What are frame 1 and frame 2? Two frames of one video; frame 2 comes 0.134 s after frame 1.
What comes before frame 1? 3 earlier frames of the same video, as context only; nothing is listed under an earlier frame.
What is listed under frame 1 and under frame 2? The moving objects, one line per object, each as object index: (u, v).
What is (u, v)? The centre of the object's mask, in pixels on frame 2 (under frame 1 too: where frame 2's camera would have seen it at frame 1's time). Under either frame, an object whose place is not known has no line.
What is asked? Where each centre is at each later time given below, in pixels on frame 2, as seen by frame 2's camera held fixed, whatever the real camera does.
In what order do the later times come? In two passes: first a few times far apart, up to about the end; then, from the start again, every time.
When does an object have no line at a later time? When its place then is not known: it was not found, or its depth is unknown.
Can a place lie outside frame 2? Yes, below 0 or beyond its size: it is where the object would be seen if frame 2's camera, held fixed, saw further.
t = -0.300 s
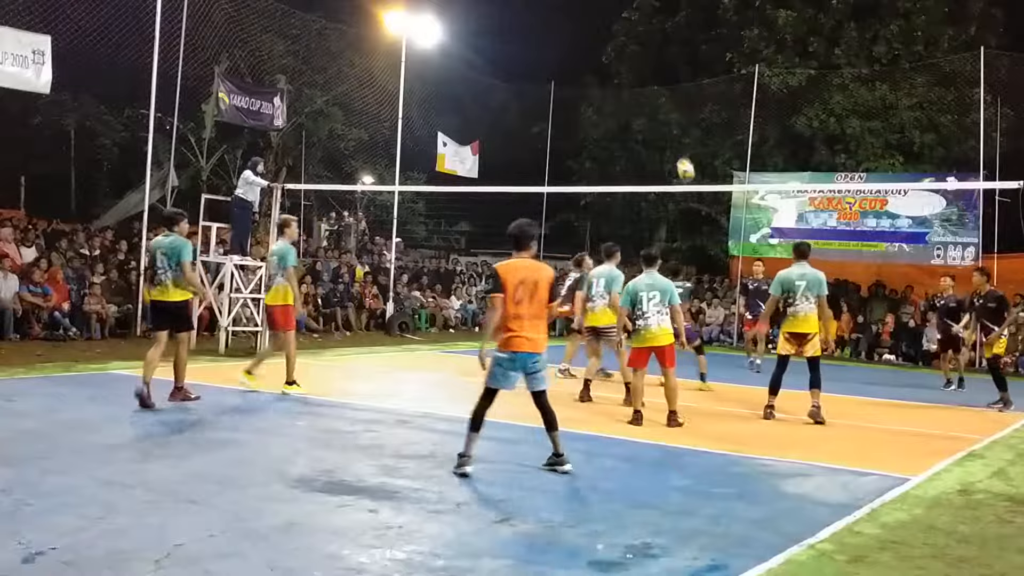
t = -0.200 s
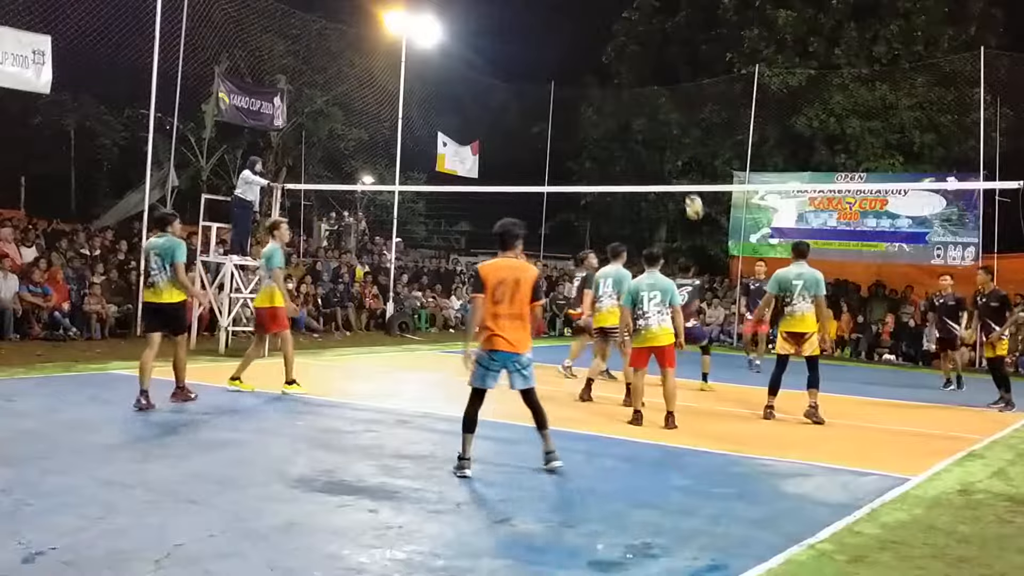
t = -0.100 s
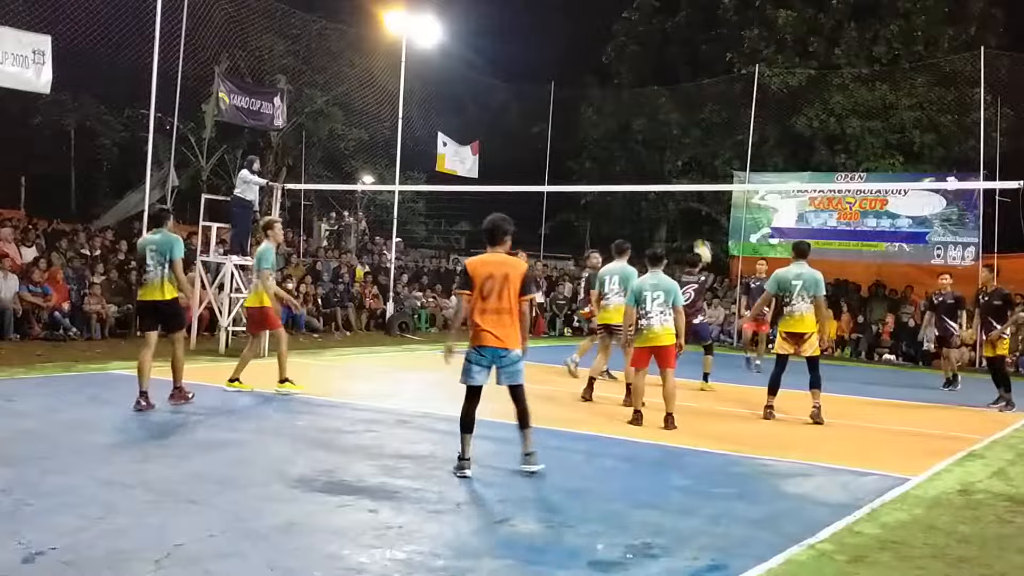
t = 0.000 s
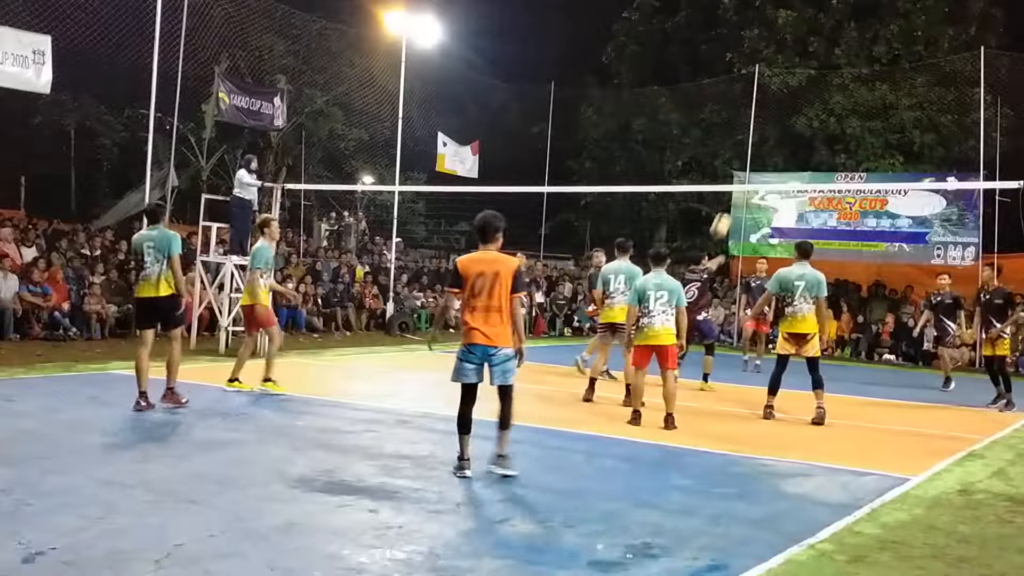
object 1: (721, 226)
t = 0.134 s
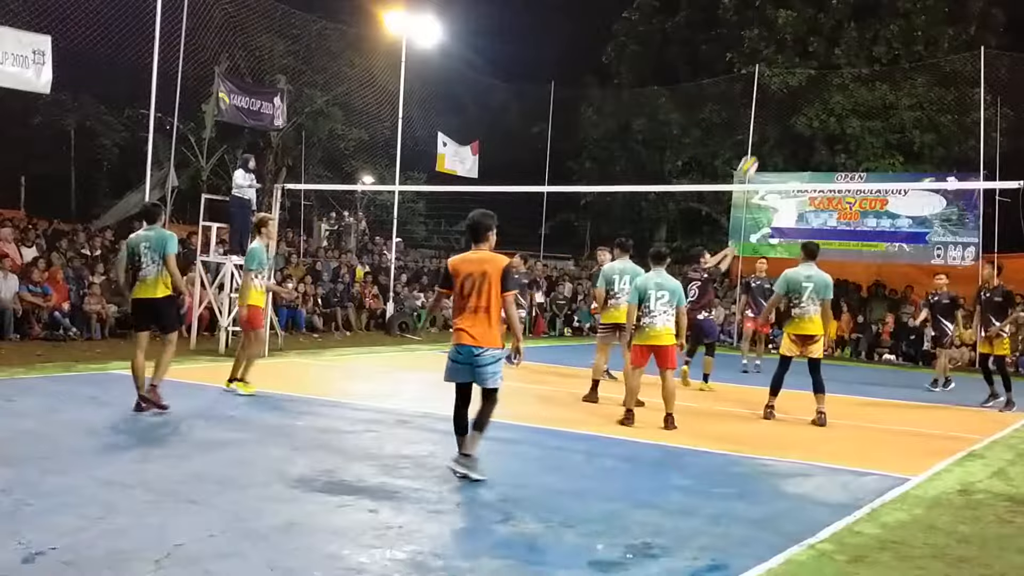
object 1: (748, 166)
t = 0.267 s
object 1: (773, 123)
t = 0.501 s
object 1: (816, 77)
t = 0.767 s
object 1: (864, 76)
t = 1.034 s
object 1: (910, 132)
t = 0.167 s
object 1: (754, 156)
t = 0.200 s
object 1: (760, 143)
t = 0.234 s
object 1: (767, 133)
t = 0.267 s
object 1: (773, 123)
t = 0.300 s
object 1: (779, 114)
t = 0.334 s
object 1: (786, 105)
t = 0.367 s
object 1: (792, 98)
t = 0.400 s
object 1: (798, 92)
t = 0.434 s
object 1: (805, 86)
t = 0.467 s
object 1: (810, 81)
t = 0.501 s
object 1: (816, 77)
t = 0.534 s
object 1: (823, 74)
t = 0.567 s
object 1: (829, 71)
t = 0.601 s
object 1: (835, 70)
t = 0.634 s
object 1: (841, 70)
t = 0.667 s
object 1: (847, 70)
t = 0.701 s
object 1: (853, 71)
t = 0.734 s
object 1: (859, 73)
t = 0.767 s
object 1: (864, 76)
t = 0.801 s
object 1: (870, 80)
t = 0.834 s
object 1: (877, 85)
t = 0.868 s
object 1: (882, 90)
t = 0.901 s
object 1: (888, 97)
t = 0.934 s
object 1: (894, 104)
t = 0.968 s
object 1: (899, 112)
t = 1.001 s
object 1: (905, 122)
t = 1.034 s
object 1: (910, 132)
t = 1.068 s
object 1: (916, 142)
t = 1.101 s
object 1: (921, 155)
